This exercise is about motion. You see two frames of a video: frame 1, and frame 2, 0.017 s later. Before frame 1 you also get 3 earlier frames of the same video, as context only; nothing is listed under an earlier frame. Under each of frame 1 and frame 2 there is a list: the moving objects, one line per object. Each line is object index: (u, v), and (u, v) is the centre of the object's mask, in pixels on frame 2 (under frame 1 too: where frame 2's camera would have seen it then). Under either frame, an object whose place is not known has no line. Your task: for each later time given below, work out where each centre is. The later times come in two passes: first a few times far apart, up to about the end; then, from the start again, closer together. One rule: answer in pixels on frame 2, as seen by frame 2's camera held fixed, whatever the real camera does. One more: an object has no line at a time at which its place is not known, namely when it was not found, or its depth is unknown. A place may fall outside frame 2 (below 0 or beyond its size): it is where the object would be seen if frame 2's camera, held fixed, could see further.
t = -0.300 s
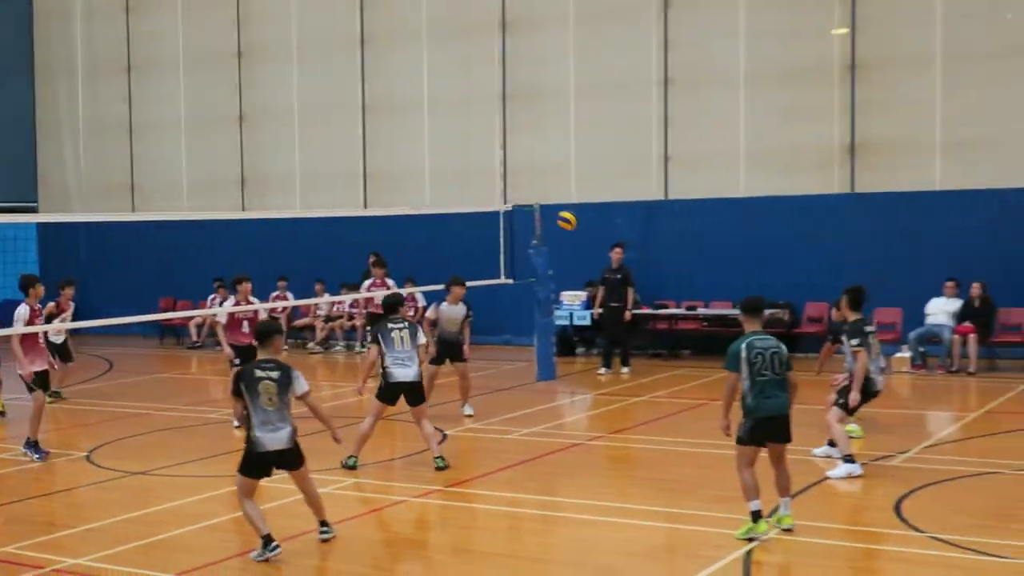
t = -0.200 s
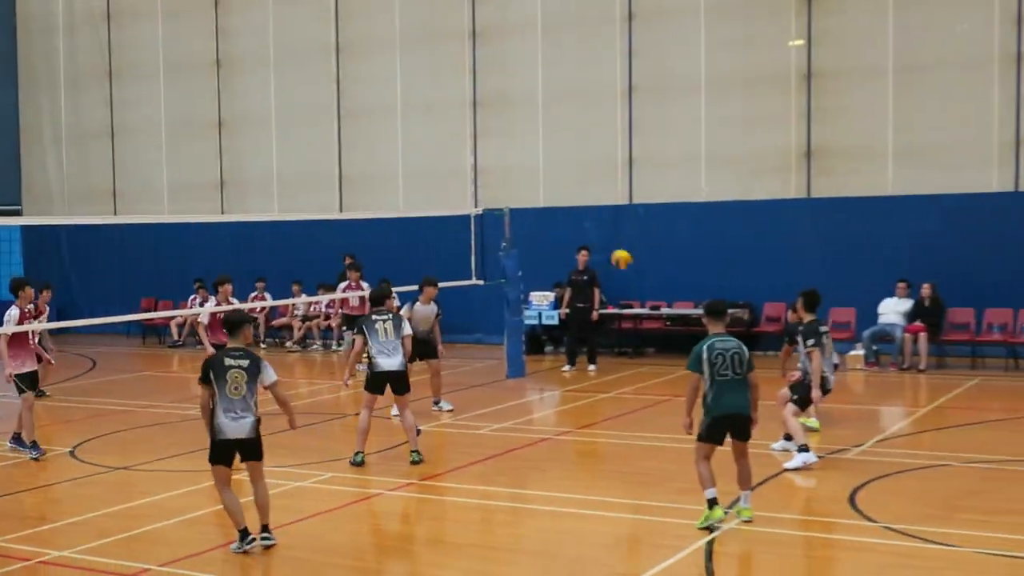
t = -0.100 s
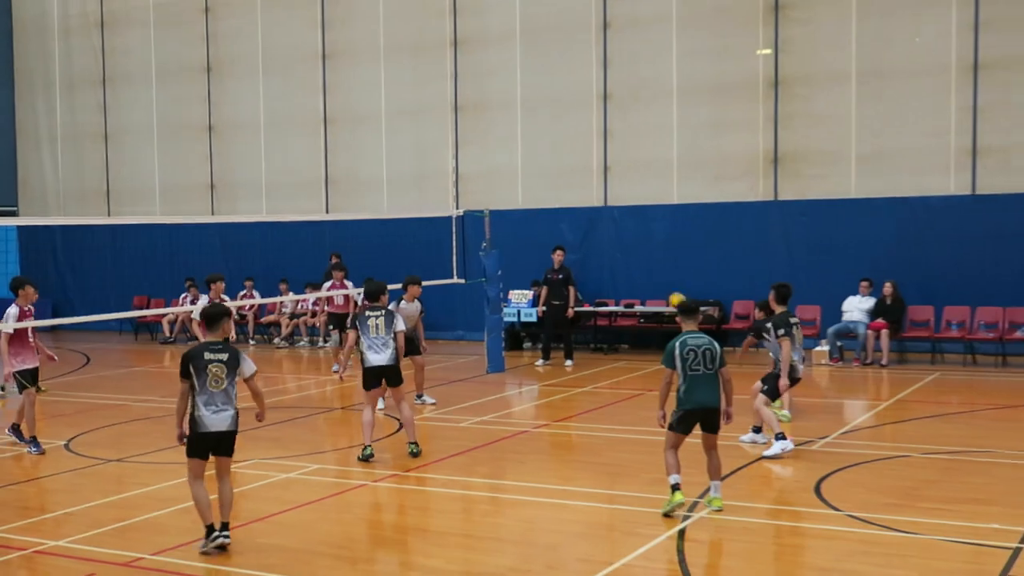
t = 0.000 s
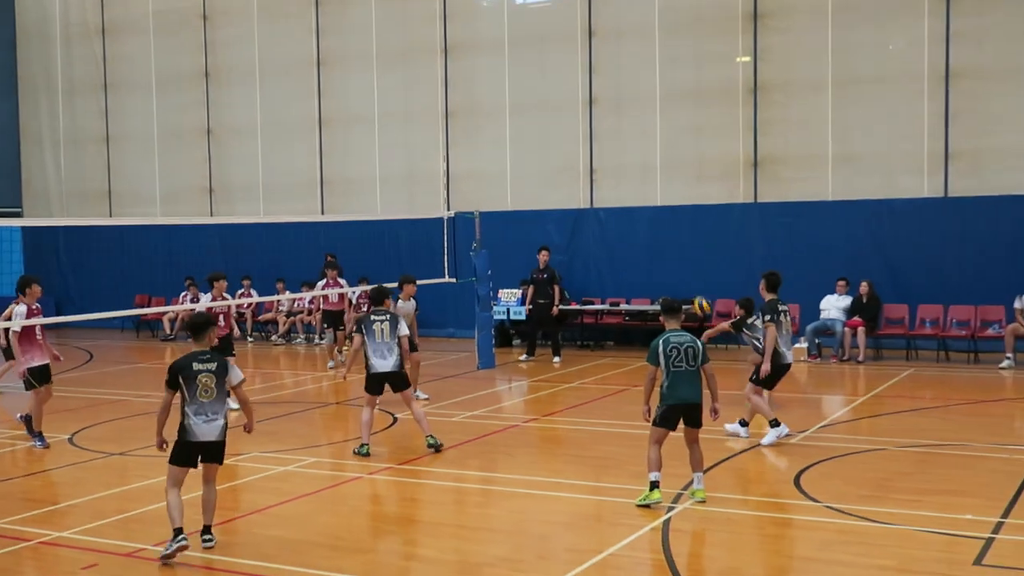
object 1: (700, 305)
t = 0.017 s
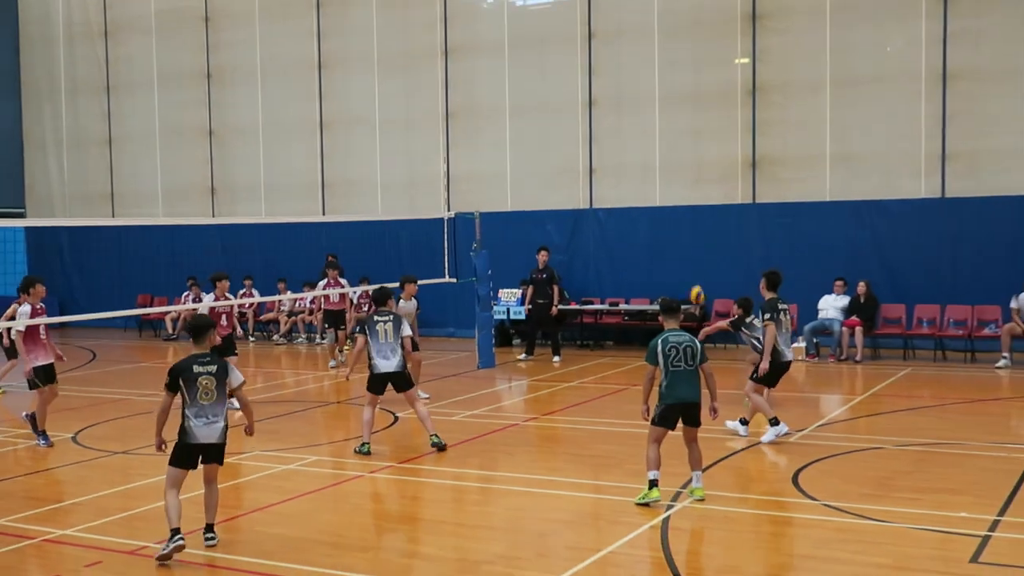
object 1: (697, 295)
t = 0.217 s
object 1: (656, 180)
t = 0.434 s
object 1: (614, 92)
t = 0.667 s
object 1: (570, 37)
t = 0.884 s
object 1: (531, 27)
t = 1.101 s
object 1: (492, 55)
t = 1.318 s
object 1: (454, 125)
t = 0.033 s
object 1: (693, 284)
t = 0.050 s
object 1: (690, 272)
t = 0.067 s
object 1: (687, 262)
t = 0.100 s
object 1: (679, 243)
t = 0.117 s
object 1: (676, 233)
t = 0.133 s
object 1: (673, 224)
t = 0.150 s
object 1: (669, 215)
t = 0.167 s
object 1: (666, 206)
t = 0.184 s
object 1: (663, 197)
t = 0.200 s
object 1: (660, 188)
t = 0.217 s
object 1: (656, 180)
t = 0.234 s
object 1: (653, 172)
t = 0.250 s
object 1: (649, 164)
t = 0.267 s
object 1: (647, 157)
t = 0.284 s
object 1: (643, 149)
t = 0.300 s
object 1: (640, 142)
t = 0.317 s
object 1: (637, 135)
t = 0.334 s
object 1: (633, 129)
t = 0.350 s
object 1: (630, 122)
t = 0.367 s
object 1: (627, 116)
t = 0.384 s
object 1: (623, 109)
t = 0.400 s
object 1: (620, 103)
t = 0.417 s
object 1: (617, 98)
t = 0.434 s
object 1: (614, 92)
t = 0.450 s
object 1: (611, 87)
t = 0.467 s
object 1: (608, 82)
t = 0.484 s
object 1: (604, 77)
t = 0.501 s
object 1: (601, 72)
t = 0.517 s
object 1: (598, 68)
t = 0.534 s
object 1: (595, 63)
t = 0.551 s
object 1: (592, 59)
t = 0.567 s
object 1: (589, 55)
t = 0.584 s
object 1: (586, 52)
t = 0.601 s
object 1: (583, 48)
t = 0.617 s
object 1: (579, 45)
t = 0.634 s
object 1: (577, 42)
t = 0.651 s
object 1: (573, 39)
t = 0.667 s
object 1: (570, 37)
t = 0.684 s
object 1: (568, 36)
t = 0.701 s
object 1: (565, 33)
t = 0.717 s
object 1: (562, 32)
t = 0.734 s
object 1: (559, 30)
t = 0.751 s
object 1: (556, 28)
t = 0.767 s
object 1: (552, 27)
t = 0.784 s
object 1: (550, 26)
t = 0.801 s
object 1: (547, 25)
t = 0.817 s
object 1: (543, 25)
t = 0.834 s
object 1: (541, 26)
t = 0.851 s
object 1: (538, 26)
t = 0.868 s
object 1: (535, 26)
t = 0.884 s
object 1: (531, 27)
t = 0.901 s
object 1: (528, 27)
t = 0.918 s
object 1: (525, 27)
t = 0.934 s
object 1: (522, 29)
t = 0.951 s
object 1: (519, 31)
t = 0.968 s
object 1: (517, 33)
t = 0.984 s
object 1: (513, 34)
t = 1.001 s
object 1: (510, 37)
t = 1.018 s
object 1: (507, 39)
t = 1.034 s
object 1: (505, 42)
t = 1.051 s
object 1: (501, 45)
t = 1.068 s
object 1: (498, 48)
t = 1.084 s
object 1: (495, 51)
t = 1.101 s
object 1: (492, 55)
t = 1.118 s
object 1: (489, 59)
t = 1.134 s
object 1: (486, 63)
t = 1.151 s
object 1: (484, 68)
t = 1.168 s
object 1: (480, 72)
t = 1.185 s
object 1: (478, 77)
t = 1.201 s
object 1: (475, 83)
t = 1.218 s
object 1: (471, 87)
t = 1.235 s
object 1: (468, 93)
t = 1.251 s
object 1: (465, 98)
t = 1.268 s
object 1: (462, 104)
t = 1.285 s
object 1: (459, 111)
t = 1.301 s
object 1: (457, 118)
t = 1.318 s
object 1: (454, 125)
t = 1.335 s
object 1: (451, 132)
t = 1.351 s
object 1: (448, 139)
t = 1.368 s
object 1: (445, 147)
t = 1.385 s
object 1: (441, 154)
